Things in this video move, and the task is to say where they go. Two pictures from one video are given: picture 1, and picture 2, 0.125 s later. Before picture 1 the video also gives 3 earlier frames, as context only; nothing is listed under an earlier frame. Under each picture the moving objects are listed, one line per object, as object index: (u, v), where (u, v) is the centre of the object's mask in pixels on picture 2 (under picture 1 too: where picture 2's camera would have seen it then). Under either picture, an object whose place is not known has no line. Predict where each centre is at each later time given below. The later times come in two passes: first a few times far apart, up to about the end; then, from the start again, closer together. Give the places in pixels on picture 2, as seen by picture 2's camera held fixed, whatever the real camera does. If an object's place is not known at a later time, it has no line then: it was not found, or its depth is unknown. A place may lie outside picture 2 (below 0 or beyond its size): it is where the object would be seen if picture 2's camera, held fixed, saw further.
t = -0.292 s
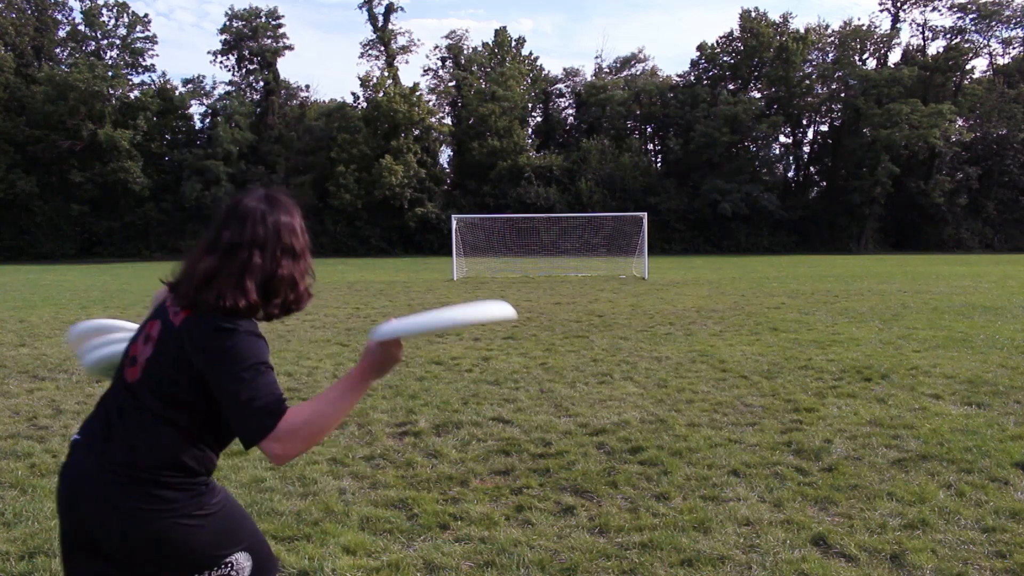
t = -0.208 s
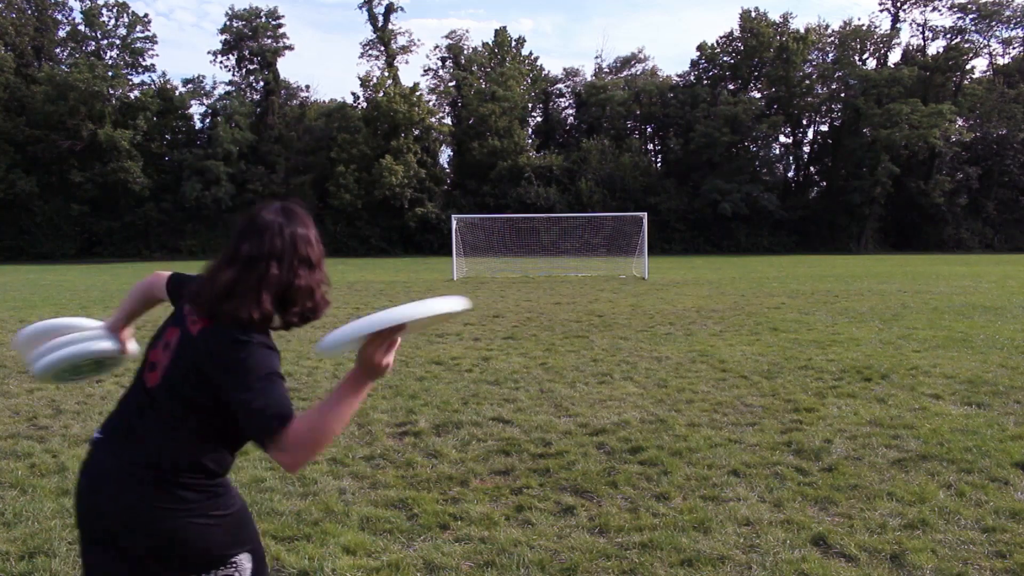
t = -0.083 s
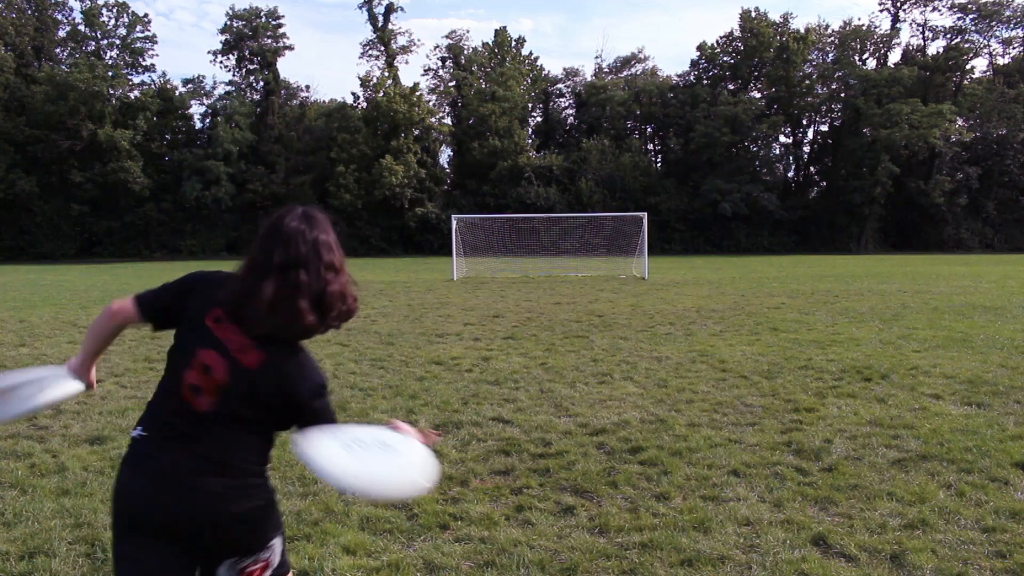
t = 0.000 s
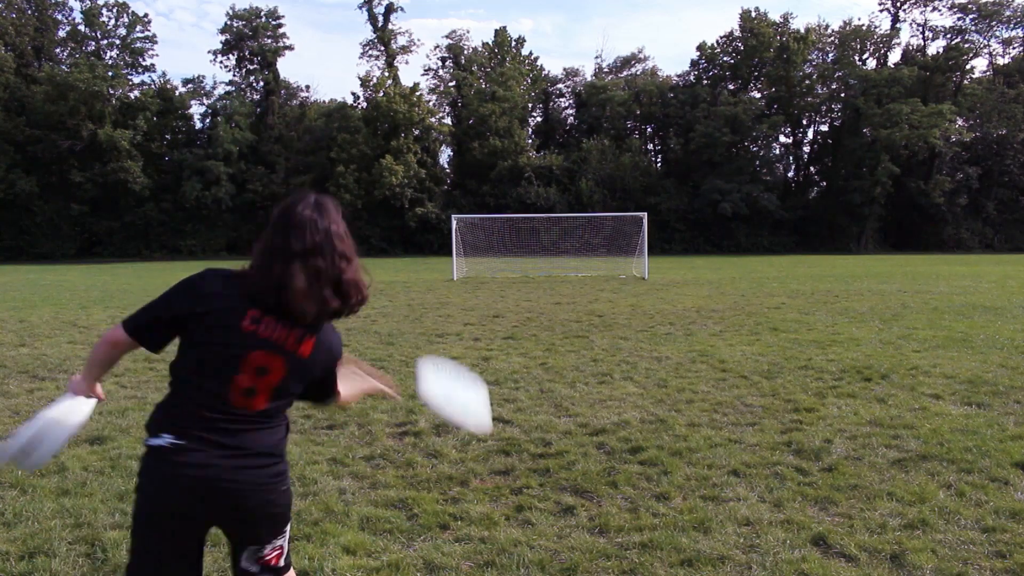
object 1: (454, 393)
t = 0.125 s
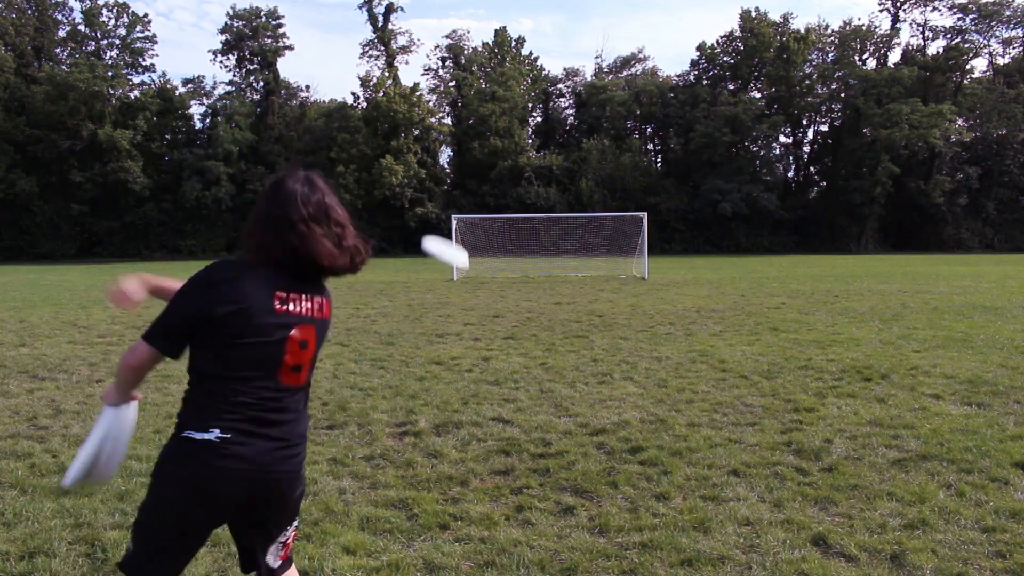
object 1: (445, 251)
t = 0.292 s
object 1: (447, 189)
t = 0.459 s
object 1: (454, 171)
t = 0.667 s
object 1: (463, 171)
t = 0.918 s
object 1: (480, 175)
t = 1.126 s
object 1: (498, 179)
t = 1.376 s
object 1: (521, 187)
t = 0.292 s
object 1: (447, 189)
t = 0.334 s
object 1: (449, 182)
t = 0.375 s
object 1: (450, 176)
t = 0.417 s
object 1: (452, 173)
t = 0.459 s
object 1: (454, 171)
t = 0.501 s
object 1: (455, 170)
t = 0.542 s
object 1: (457, 169)
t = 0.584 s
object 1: (459, 170)
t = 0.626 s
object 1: (461, 170)
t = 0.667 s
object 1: (463, 171)
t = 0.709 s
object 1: (466, 172)
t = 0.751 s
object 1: (468, 173)
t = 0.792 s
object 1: (471, 174)
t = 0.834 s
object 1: (474, 174)
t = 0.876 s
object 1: (477, 175)
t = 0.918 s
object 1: (480, 175)
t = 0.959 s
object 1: (484, 176)
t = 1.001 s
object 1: (487, 176)
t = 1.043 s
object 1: (491, 177)
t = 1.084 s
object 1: (494, 178)
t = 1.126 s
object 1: (498, 179)
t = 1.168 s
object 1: (501, 180)
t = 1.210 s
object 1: (505, 181)
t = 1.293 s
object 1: (513, 184)
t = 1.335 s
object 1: (517, 185)
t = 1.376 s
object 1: (521, 187)
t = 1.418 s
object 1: (524, 189)
